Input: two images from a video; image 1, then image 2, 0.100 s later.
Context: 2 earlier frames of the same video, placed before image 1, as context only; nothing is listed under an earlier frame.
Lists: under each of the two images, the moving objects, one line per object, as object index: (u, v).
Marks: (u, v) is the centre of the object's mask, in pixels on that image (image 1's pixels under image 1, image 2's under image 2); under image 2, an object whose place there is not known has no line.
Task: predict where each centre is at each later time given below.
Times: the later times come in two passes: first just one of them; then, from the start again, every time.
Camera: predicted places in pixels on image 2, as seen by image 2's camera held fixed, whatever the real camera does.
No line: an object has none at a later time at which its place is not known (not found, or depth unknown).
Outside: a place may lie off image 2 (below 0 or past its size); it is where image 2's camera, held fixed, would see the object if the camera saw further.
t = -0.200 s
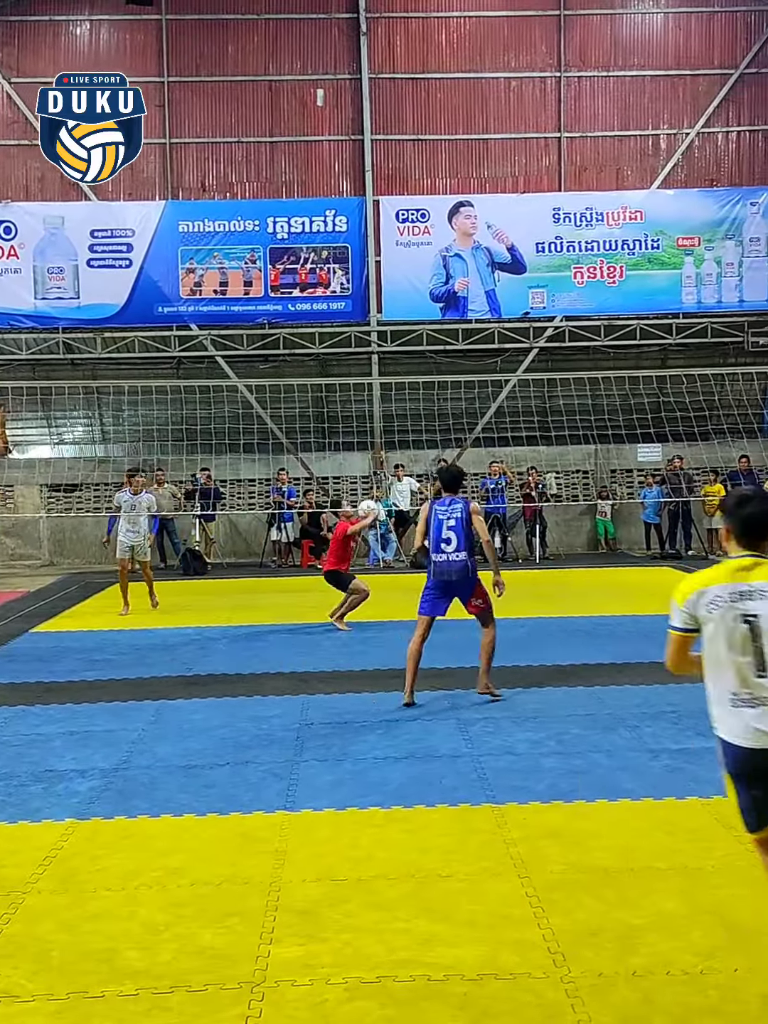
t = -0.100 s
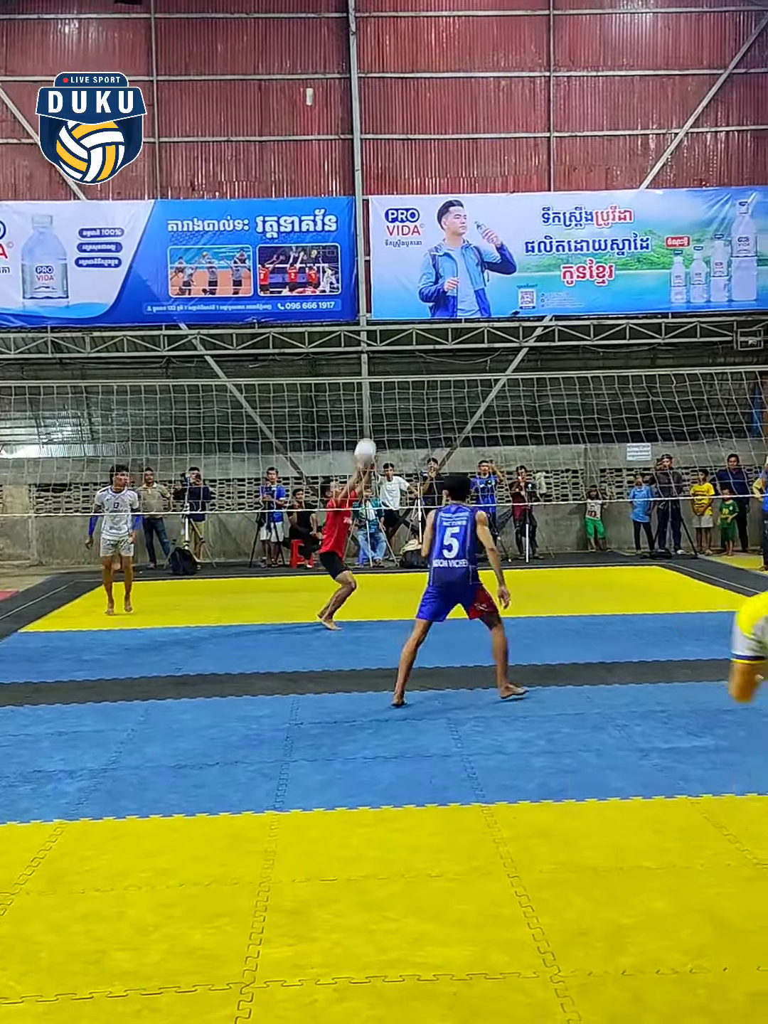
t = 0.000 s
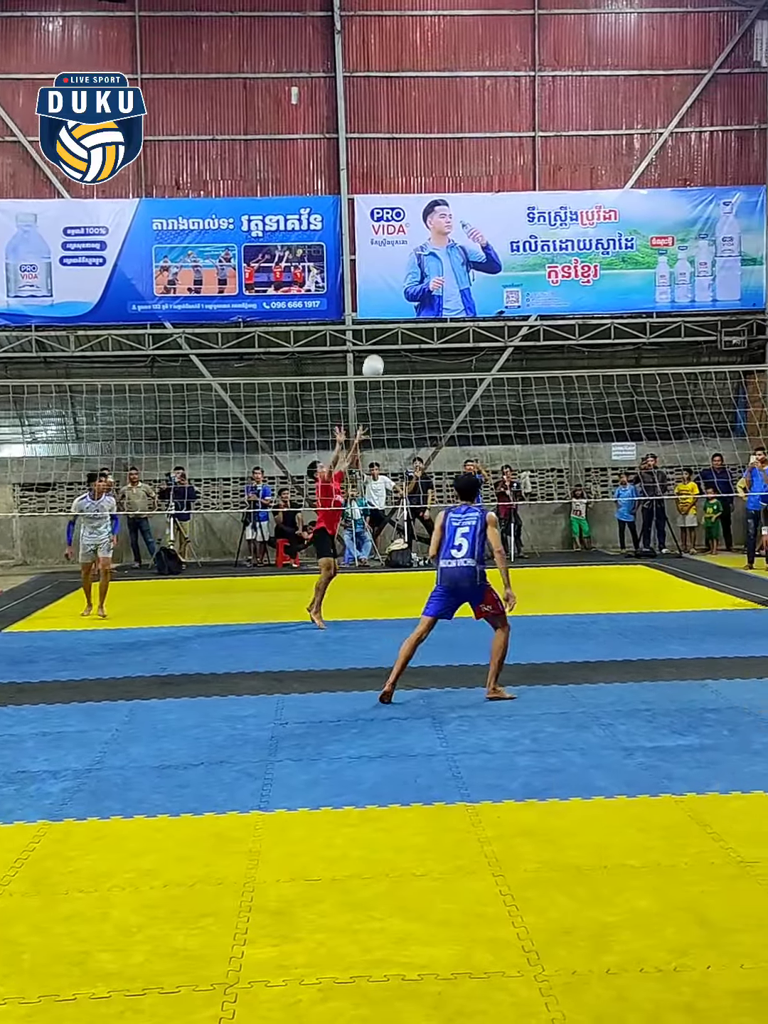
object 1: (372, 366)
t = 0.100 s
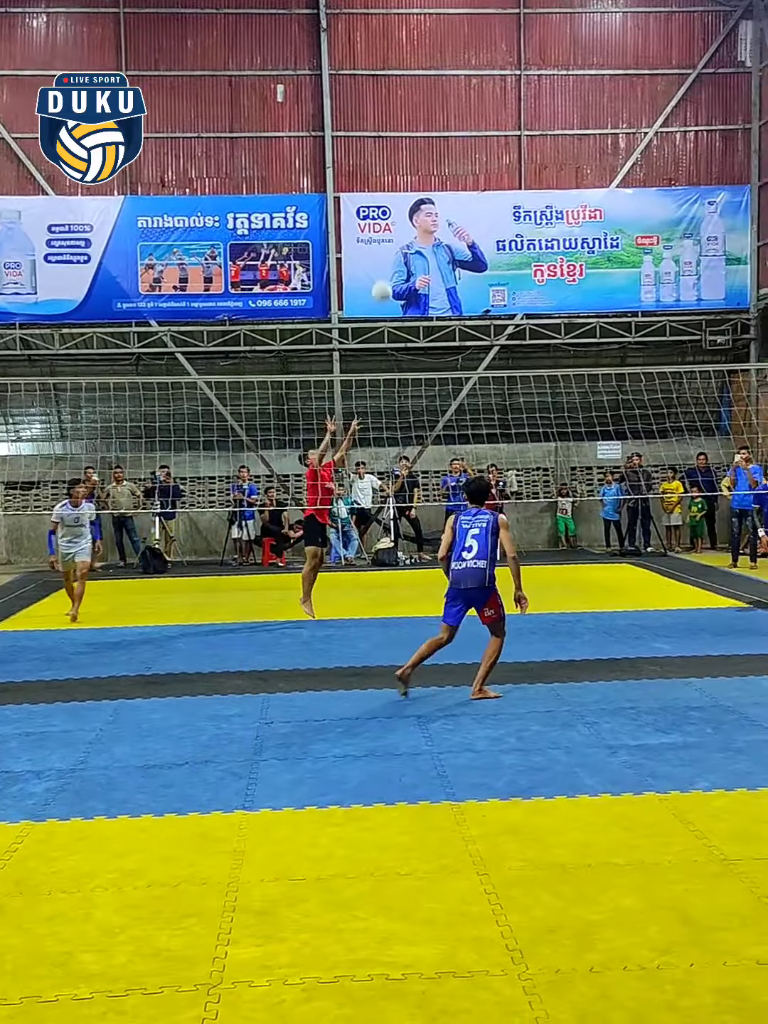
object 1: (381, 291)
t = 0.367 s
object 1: (436, 140)
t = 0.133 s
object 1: (388, 267)
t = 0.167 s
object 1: (396, 248)
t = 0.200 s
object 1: (402, 227)
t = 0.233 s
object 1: (410, 208)
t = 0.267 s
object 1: (416, 188)
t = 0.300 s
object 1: (422, 170)
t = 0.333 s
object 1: (429, 155)
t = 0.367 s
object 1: (436, 140)
